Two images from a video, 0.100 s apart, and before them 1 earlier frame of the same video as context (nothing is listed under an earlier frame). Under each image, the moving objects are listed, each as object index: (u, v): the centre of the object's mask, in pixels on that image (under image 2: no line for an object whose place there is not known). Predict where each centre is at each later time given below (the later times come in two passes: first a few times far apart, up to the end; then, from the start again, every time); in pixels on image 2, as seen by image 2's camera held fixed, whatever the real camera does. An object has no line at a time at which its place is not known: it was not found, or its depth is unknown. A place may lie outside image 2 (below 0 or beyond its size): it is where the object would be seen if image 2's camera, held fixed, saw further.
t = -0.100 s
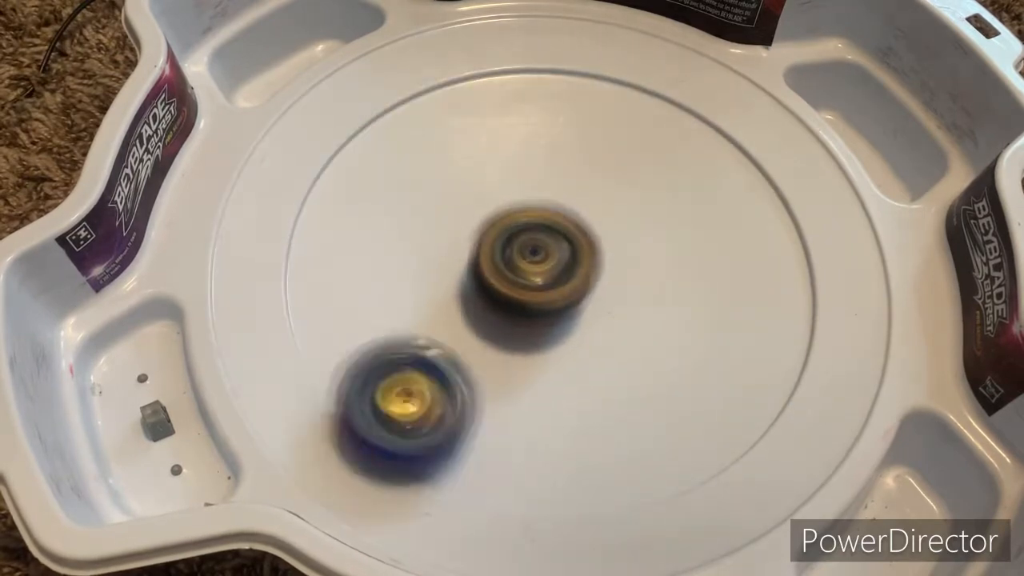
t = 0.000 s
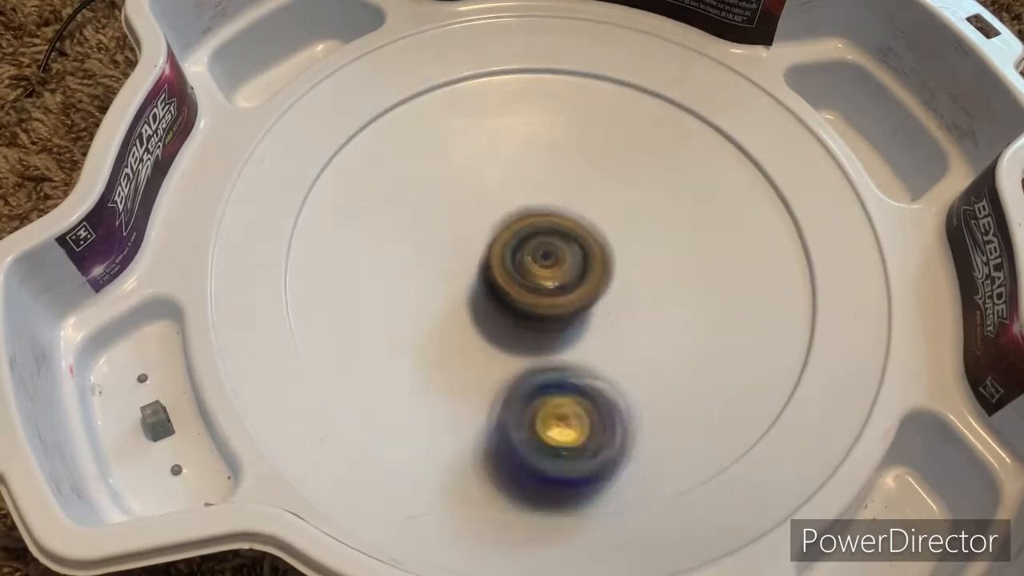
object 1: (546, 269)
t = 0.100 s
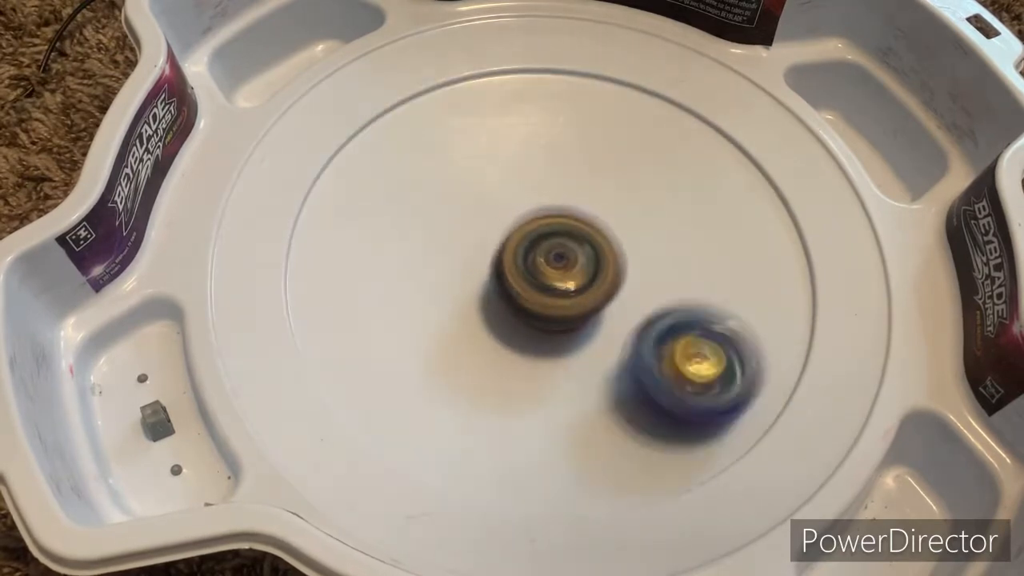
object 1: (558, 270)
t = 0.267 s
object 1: (575, 267)
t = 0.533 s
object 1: (575, 243)
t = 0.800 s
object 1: (543, 251)
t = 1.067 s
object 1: (555, 286)
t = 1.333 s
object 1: (585, 262)
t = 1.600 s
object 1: (545, 244)
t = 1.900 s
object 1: (521, 279)
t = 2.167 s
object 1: (574, 271)
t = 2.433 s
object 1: (562, 234)
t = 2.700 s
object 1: (527, 249)
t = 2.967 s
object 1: (547, 285)
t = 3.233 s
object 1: (582, 266)
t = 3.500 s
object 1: (552, 241)
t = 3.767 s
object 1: (531, 265)
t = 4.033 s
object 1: (552, 278)
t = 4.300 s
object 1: (590, 234)
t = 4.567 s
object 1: (559, 238)
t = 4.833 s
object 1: (522, 278)
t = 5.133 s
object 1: (592, 361)
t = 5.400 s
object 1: (730, 361)
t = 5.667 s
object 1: (702, 289)
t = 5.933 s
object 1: (573, 219)
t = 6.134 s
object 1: (500, 197)
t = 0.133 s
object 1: (561, 270)
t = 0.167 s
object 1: (565, 270)
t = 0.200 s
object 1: (568, 269)
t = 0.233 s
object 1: (572, 268)
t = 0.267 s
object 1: (575, 267)
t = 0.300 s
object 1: (578, 265)
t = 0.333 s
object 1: (580, 262)
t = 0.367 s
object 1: (581, 258)
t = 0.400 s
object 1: (582, 255)
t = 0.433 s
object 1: (582, 251)
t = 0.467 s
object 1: (580, 248)
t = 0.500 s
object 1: (578, 245)
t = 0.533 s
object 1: (575, 243)
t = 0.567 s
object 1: (571, 242)
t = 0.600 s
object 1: (567, 240)
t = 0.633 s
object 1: (563, 240)
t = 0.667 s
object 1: (558, 241)
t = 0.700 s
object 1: (554, 242)
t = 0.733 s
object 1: (550, 244)
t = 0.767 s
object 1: (547, 246)
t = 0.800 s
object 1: (543, 251)
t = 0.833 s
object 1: (541, 256)
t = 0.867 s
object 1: (540, 263)
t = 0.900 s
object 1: (540, 268)
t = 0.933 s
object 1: (541, 272)
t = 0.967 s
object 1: (543, 277)
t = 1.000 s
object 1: (546, 280)
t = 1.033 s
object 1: (550, 283)
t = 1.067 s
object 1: (555, 286)
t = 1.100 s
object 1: (560, 285)
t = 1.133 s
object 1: (566, 285)
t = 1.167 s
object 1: (572, 284)
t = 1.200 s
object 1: (577, 281)
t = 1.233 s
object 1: (581, 277)
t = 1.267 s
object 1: (584, 273)
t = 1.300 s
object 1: (586, 268)
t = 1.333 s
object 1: (585, 262)
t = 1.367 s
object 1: (583, 256)
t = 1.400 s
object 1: (580, 251)
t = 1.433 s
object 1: (575, 249)
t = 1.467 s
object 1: (569, 246)
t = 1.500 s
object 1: (563, 244)
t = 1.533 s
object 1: (556, 243)
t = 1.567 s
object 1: (551, 243)
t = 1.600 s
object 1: (545, 244)
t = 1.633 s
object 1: (539, 246)
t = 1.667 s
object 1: (533, 248)
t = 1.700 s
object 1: (529, 250)
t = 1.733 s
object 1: (525, 252)
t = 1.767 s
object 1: (521, 255)
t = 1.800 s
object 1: (518, 261)
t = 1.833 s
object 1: (517, 266)
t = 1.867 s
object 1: (518, 272)
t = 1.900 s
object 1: (521, 279)
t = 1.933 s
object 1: (527, 285)
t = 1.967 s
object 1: (535, 288)
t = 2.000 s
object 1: (543, 290)
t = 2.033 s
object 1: (552, 289)
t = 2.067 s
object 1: (559, 287)
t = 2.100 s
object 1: (566, 281)
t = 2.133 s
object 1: (571, 277)
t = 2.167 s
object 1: (574, 271)
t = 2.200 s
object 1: (577, 266)
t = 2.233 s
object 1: (578, 263)
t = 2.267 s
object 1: (578, 259)
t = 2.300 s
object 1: (578, 253)
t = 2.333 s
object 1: (575, 248)
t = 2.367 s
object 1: (573, 241)
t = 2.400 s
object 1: (568, 236)
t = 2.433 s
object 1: (562, 234)
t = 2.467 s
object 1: (556, 232)
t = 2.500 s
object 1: (551, 234)
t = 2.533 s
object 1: (546, 236)
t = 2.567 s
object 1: (542, 238)
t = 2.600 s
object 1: (538, 241)
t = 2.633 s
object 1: (534, 242)
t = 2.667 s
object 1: (530, 245)
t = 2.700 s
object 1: (527, 249)
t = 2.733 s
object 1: (525, 256)
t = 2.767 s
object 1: (526, 262)
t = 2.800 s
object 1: (527, 268)
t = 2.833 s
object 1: (530, 272)
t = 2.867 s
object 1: (533, 274)
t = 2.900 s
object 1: (536, 277)
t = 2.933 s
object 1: (541, 280)
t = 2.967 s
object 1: (547, 285)
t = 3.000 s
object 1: (554, 287)
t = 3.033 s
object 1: (561, 288)
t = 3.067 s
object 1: (568, 284)
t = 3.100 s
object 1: (573, 281)
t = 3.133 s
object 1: (577, 277)
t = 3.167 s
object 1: (579, 275)
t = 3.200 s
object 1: (580, 271)
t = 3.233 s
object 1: (582, 266)
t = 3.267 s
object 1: (581, 260)
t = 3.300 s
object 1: (578, 253)
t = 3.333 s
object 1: (574, 250)
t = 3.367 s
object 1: (570, 250)
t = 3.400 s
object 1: (566, 248)
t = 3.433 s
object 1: (562, 247)
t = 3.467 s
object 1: (557, 243)
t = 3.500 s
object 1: (552, 241)
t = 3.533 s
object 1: (547, 246)
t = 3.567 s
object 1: (543, 247)
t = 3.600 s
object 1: (541, 248)
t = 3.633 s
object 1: (537, 249)
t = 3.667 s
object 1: (533, 252)
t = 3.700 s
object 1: (532, 258)
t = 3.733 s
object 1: (530, 262)
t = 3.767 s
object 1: (531, 265)
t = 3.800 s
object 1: (531, 265)
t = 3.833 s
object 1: (532, 267)
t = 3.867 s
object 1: (534, 272)
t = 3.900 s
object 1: (537, 275)
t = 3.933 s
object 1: (542, 274)
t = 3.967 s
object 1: (544, 274)
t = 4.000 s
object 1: (547, 276)
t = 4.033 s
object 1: (552, 278)
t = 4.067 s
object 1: (562, 272)
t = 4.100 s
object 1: (570, 263)
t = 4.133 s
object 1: (578, 257)
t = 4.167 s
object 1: (583, 253)
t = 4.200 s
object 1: (588, 248)
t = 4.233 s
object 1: (588, 240)
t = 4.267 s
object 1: (590, 237)
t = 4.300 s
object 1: (590, 234)
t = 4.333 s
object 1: (591, 230)
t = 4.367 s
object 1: (589, 226)
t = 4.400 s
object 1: (588, 224)
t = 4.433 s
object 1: (586, 226)
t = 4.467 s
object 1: (585, 226)
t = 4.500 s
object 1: (580, 224)
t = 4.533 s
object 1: (571, 227)
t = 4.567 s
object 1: (559, 238)
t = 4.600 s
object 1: (551, 238)
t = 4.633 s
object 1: (544, 244)
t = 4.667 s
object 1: (540, 255)
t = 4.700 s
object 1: (536, 260)
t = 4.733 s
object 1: (530, 262)
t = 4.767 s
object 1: (528, 271)
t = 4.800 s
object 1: (525, 276)
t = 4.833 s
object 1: (522, 278)
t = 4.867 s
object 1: (522, 285)
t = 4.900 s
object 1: (521, 289)
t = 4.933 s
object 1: (524, 297)
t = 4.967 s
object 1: (533, 317)
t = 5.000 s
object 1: (545, 333)
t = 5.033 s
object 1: (557, 340)
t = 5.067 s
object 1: (569, 349)
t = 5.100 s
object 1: (581, 359)
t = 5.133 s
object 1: (592, 361)
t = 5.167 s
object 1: (610, 368)
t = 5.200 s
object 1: (635, 378)
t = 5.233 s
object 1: (659, 384)
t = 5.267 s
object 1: (679, 383)
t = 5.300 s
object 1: (698, 381)
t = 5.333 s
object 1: (713, 375)
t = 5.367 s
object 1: (725, 369)
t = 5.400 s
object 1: (730, 361)
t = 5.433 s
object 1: (735, 356)
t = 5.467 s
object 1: (737, 344)
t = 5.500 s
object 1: (737, 338)
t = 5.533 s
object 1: (733, 330)
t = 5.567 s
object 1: (731, 321)
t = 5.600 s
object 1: (723, 309)
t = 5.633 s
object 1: (712, 295)
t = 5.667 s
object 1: (702, 289)
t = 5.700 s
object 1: (688, 272)
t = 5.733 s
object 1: (673, 267)
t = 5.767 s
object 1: (654, 256)
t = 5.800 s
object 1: (637, 247)
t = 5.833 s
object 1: (616, 237)
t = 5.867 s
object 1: (595, 230)
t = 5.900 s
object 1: (582, 222)
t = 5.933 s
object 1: (573, 219)
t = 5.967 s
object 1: (560, 215)
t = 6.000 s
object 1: (549, 213)
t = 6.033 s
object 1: (536, 206)
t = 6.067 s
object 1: (523, 206)
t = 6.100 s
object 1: (510, 201)
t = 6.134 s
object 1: (500, 197)
